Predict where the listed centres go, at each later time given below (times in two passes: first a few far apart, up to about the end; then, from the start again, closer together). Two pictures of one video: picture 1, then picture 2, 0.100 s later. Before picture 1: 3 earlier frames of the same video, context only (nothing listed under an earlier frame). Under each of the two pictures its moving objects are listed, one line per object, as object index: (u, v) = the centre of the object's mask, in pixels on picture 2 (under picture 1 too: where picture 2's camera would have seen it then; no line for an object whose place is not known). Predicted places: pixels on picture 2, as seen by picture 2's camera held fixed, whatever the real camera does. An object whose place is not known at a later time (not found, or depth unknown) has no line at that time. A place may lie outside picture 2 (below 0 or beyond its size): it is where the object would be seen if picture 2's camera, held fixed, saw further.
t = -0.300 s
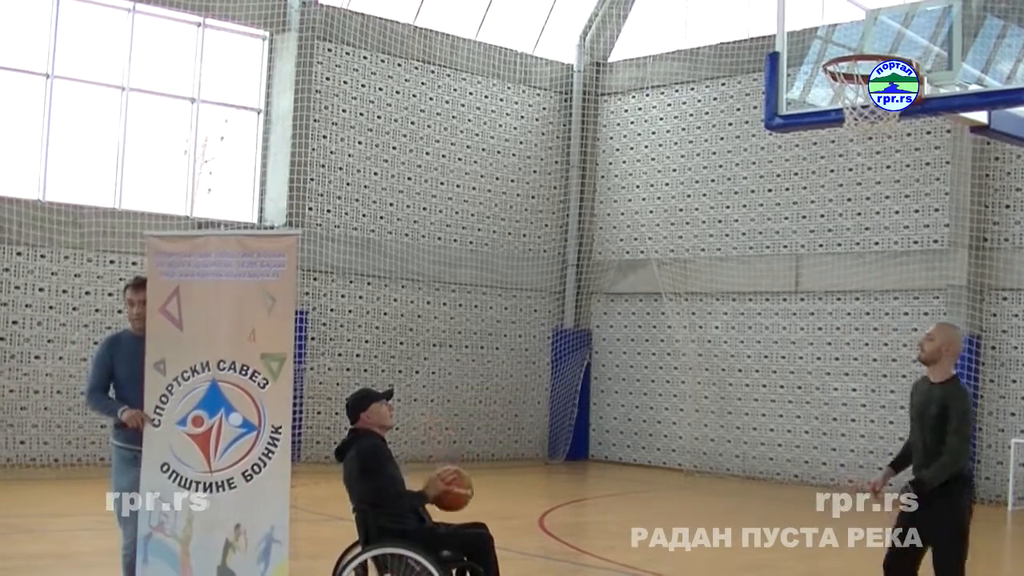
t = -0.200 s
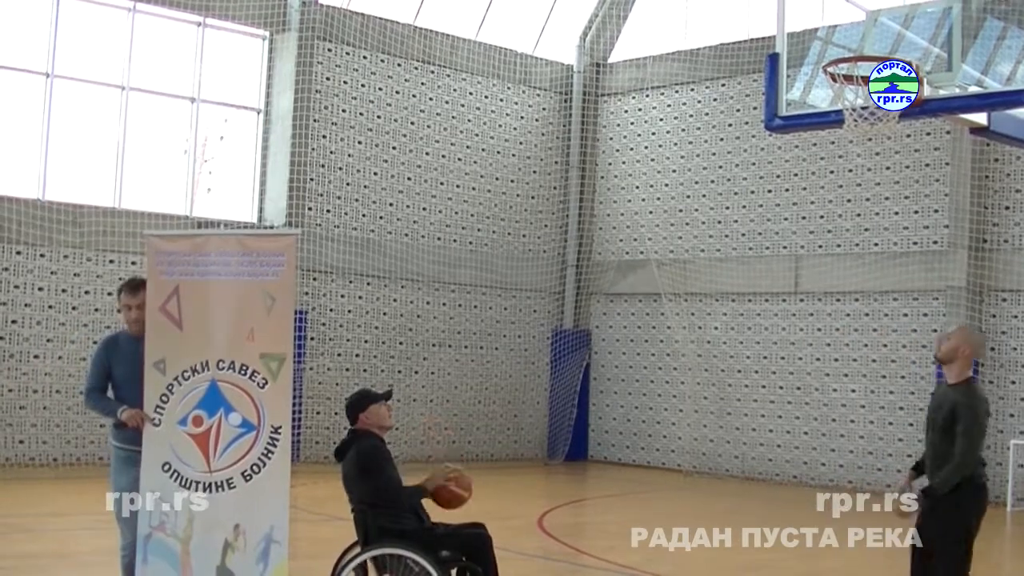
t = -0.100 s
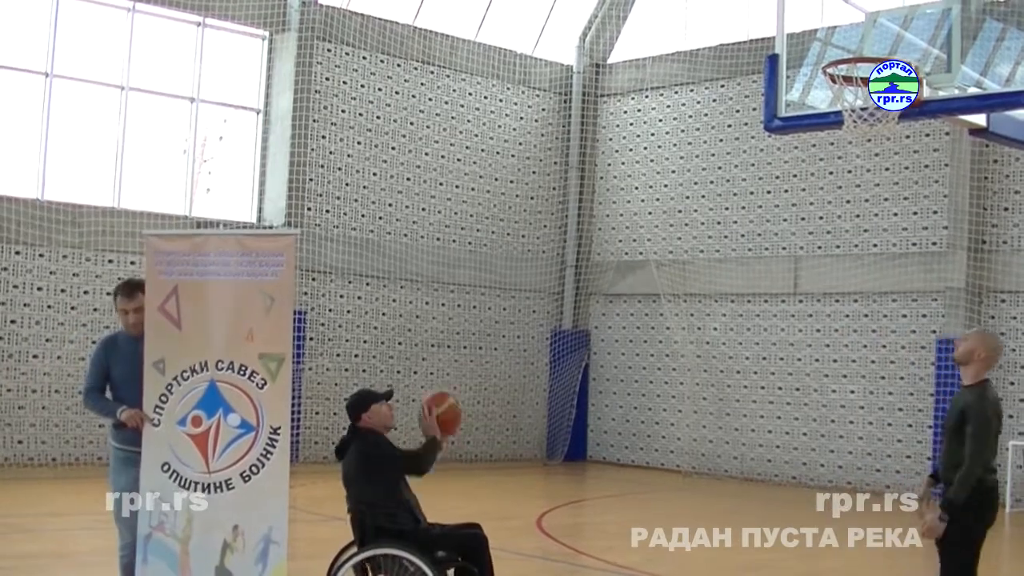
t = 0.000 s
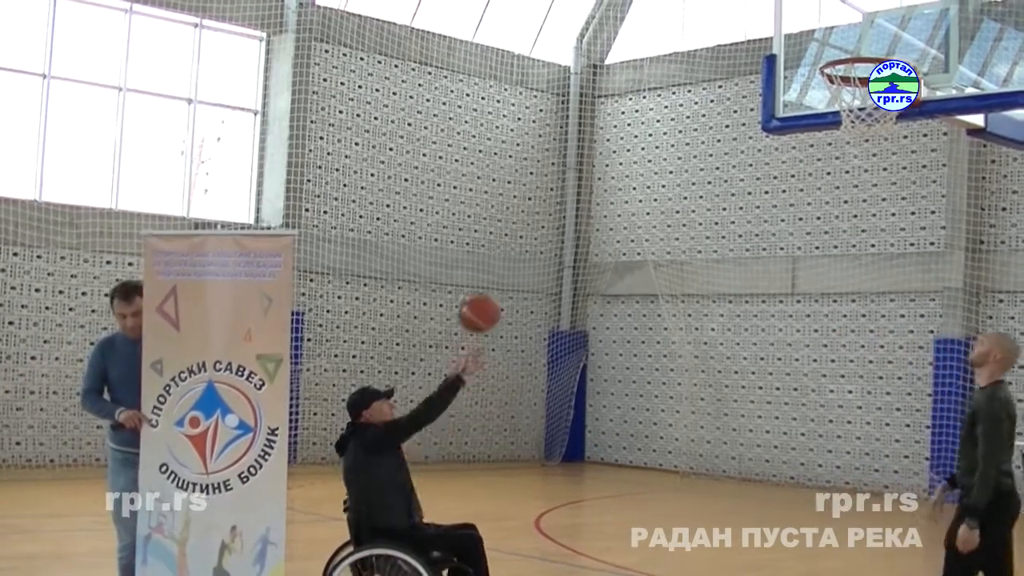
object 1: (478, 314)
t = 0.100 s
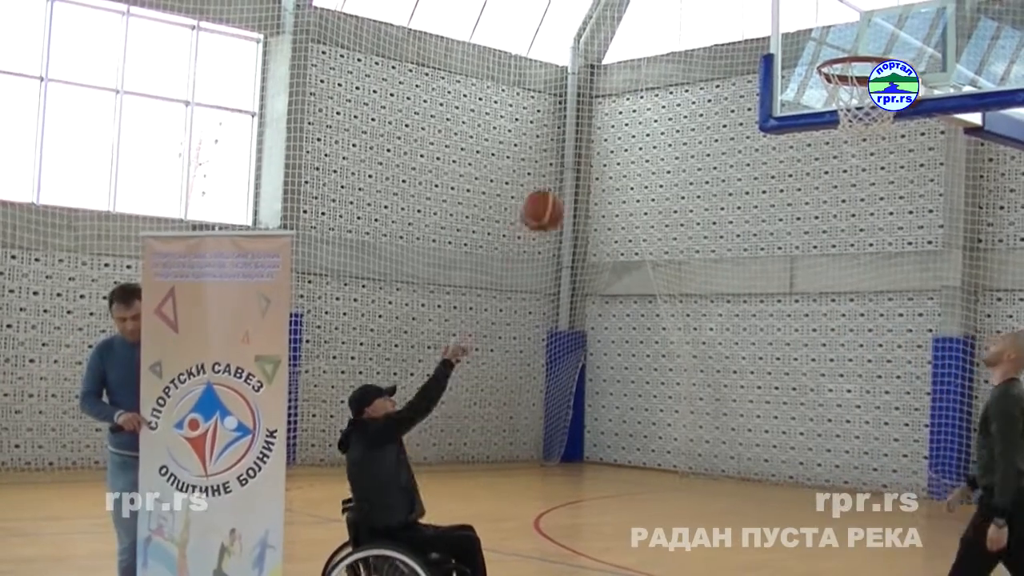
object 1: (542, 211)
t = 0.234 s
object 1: (625, 107)
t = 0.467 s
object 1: (762, 10)
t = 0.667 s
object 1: (873, 4)
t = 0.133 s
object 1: (562, 182)
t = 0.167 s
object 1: (583, 155)
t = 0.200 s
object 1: (605, 130)
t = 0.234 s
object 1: (625, 107)
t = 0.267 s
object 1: (646, 86)
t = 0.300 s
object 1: (665, 68)
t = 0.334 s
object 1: (685, 51)
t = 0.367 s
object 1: (705, 37)
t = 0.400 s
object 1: (724, 25)
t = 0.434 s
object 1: (743, 15)
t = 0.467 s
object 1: (762, 10)
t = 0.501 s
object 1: (781, 7)
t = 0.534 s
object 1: (800, 4)
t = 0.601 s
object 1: (836, 2)
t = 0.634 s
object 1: (855, 3)
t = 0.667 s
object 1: (873, 4)
